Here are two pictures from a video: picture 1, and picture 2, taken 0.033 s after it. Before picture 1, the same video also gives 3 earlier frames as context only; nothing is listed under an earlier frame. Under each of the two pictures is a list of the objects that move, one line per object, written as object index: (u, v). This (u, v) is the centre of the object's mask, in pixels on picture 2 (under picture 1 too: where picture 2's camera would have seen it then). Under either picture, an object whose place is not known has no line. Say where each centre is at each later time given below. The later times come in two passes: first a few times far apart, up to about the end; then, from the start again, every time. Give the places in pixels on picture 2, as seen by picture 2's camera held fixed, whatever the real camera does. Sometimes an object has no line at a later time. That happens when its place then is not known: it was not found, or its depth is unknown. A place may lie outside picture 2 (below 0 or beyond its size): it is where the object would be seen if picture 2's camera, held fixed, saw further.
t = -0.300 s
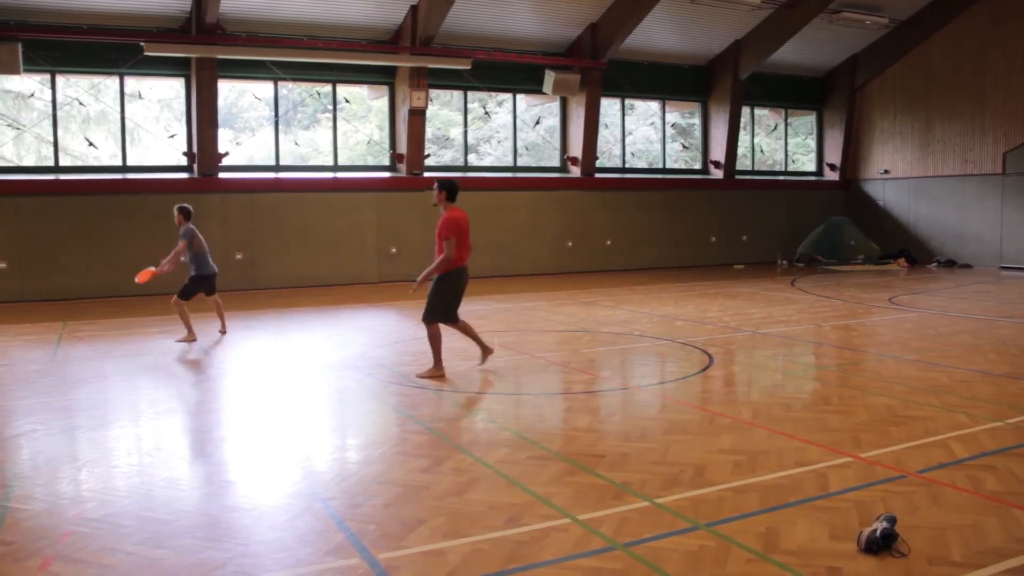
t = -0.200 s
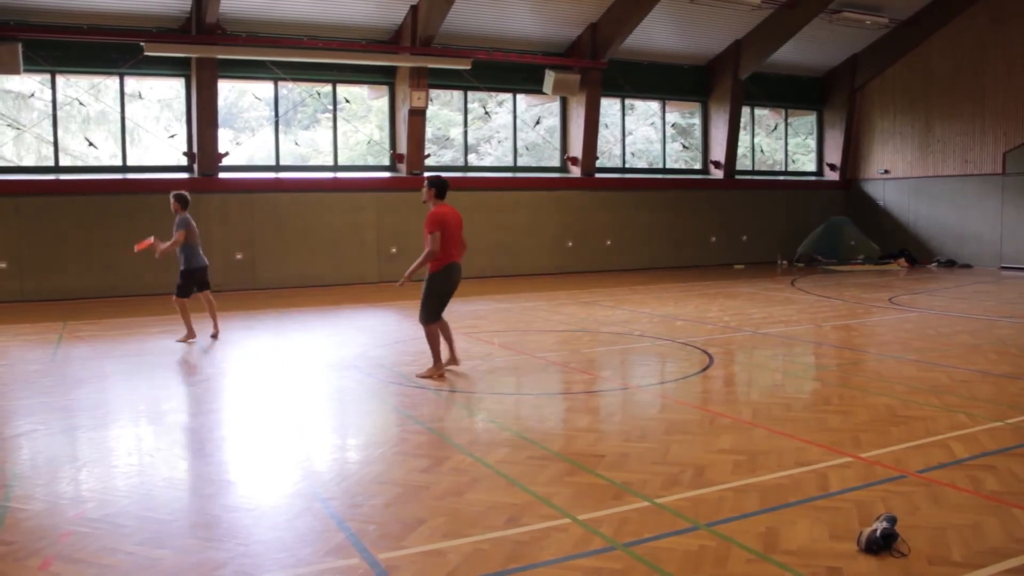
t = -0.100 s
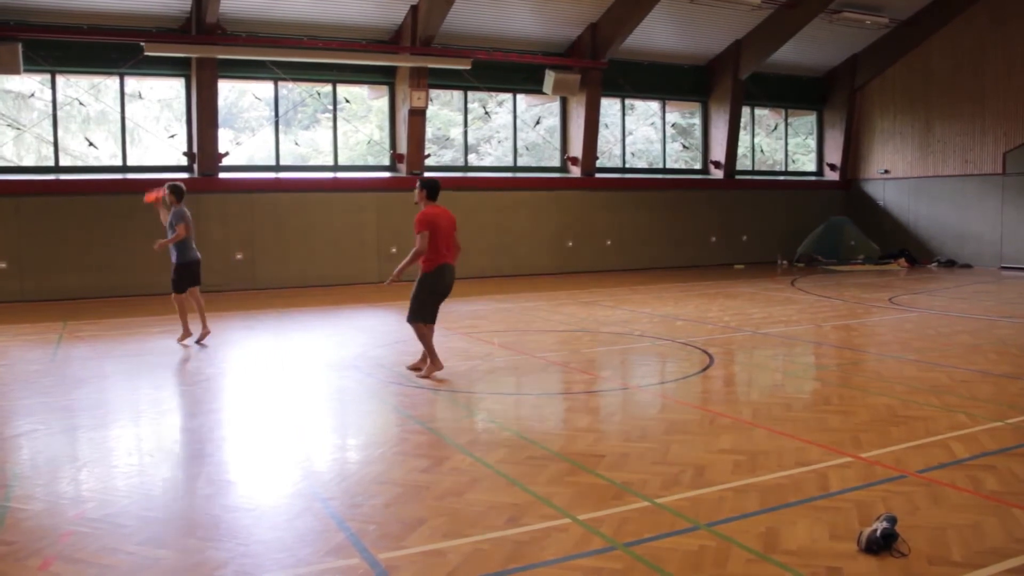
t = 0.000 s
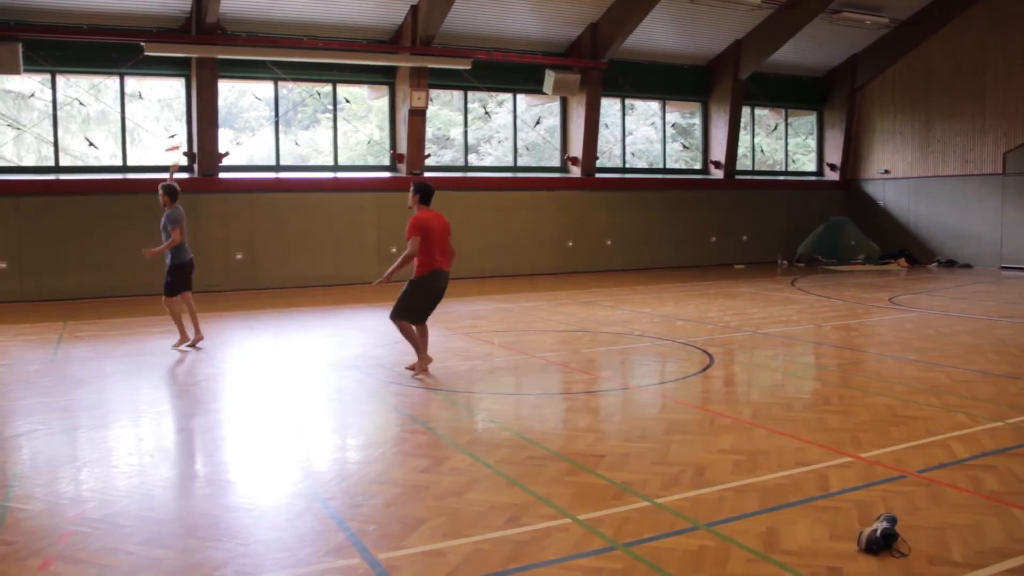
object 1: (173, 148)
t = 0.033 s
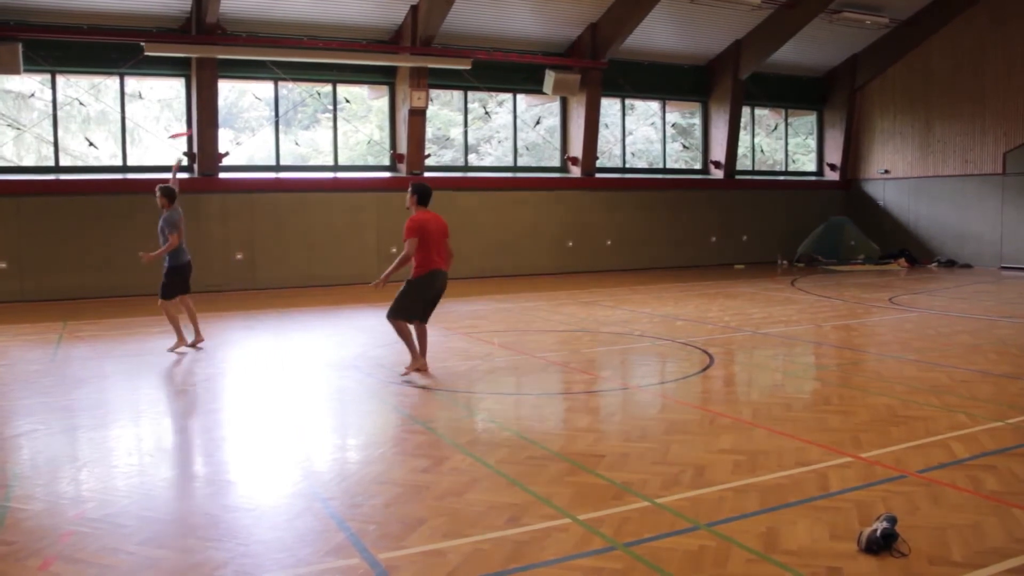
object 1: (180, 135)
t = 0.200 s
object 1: (214, 84)
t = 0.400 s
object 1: (262, 54)
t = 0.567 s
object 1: (303, 51)
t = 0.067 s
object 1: (188, 122)
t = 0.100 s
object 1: (195, 111)
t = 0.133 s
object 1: (201, 101)
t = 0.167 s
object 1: (207, 92)
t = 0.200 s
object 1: (214, 84)
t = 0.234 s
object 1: (223, 77)
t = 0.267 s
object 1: (231, 71)
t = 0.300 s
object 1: (238, 65)
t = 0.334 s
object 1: (245, 61)
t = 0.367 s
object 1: (254, 57)
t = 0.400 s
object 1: (262, 54)
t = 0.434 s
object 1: (271, 52)
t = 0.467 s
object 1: (278, 50)
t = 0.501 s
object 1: (286, 50)
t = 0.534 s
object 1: (295, 50)
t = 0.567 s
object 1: (303, 51)
